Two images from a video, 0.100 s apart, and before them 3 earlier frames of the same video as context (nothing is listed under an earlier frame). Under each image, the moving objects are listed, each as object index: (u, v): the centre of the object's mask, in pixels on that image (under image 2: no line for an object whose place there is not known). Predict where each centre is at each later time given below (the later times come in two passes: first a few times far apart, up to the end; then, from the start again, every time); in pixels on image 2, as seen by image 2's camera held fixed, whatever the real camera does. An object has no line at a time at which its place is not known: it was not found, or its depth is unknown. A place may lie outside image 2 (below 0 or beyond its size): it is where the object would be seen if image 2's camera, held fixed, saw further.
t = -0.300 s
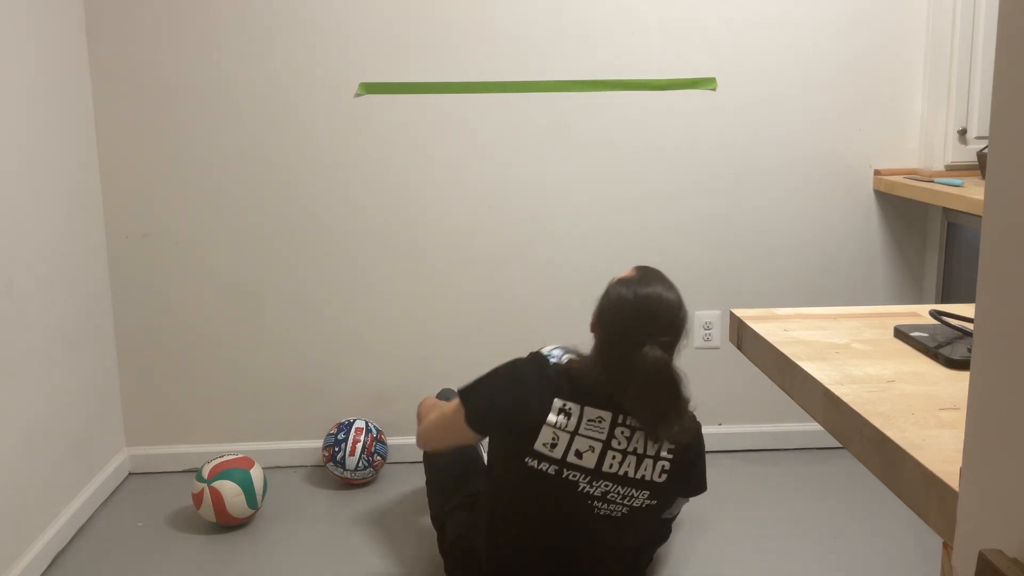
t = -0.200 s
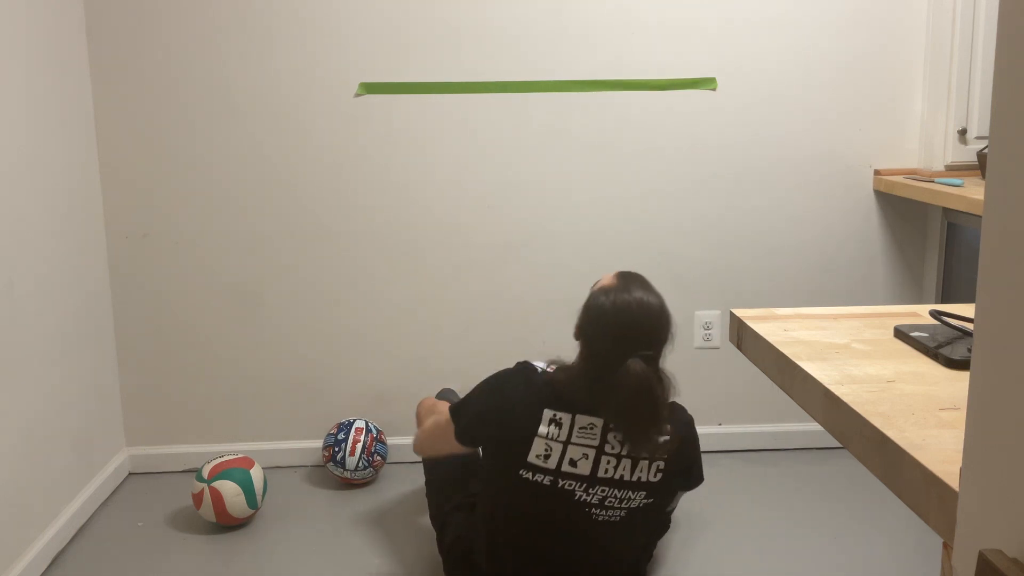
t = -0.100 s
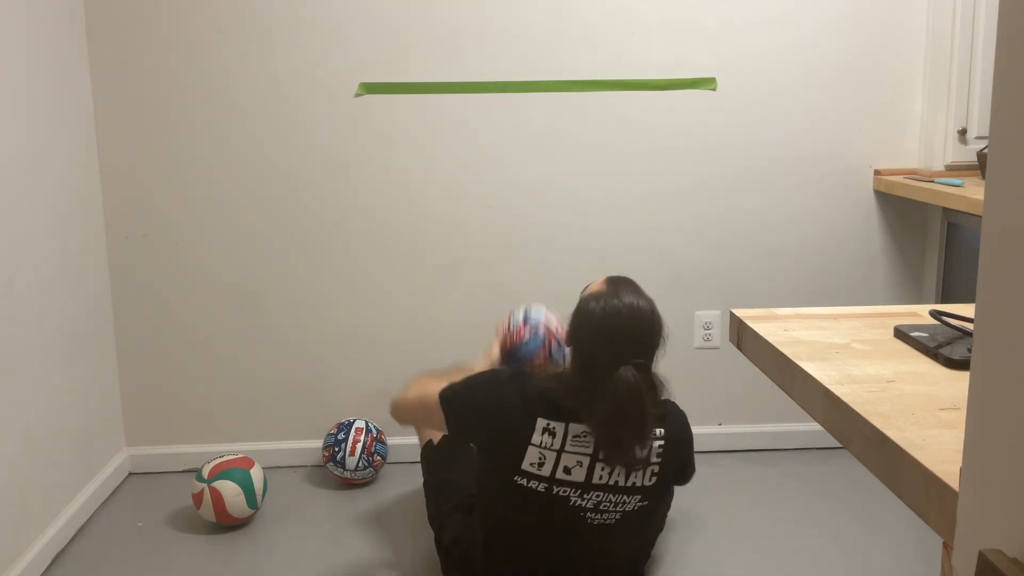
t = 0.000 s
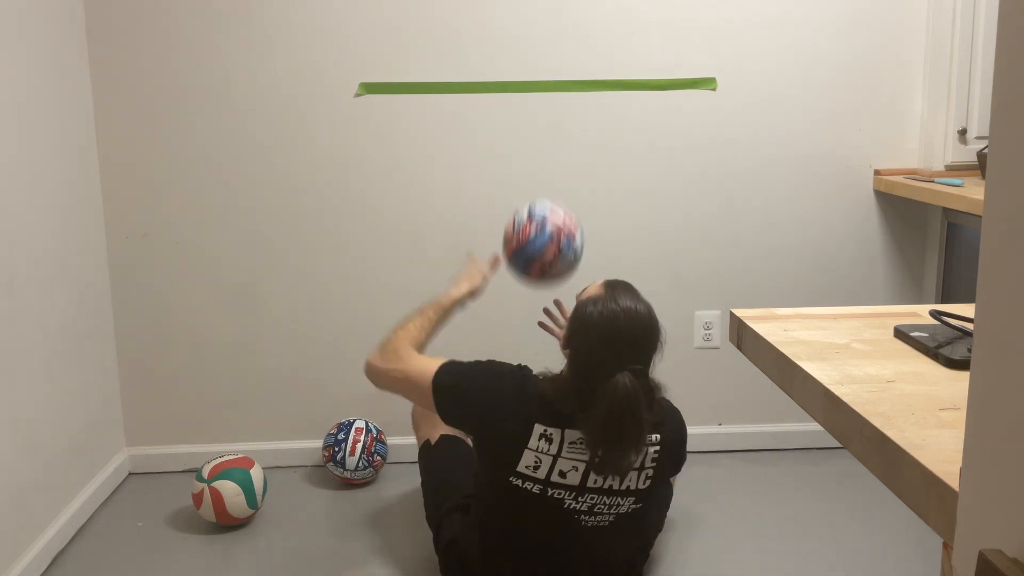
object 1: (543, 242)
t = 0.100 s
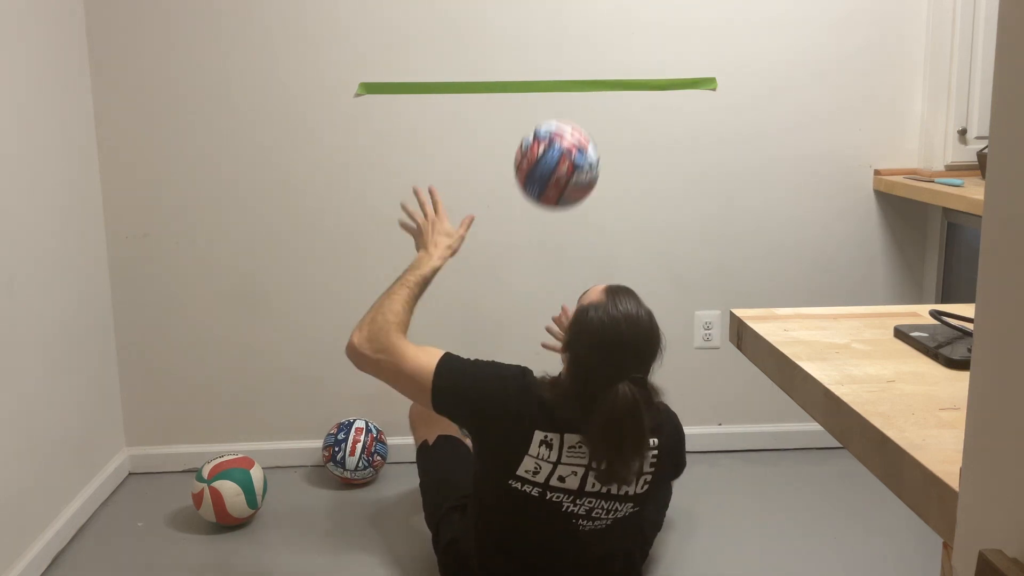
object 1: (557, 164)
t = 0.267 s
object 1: (584, 113)
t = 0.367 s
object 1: (601, 137)
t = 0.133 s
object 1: (562, 145)
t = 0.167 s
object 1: (568, 131)
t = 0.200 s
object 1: (573, 120)
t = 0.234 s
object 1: (578, 114)
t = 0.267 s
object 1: (584, 113)
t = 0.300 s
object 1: (590, 116)
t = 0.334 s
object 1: (595, 124)
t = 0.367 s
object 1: (601, 137)
